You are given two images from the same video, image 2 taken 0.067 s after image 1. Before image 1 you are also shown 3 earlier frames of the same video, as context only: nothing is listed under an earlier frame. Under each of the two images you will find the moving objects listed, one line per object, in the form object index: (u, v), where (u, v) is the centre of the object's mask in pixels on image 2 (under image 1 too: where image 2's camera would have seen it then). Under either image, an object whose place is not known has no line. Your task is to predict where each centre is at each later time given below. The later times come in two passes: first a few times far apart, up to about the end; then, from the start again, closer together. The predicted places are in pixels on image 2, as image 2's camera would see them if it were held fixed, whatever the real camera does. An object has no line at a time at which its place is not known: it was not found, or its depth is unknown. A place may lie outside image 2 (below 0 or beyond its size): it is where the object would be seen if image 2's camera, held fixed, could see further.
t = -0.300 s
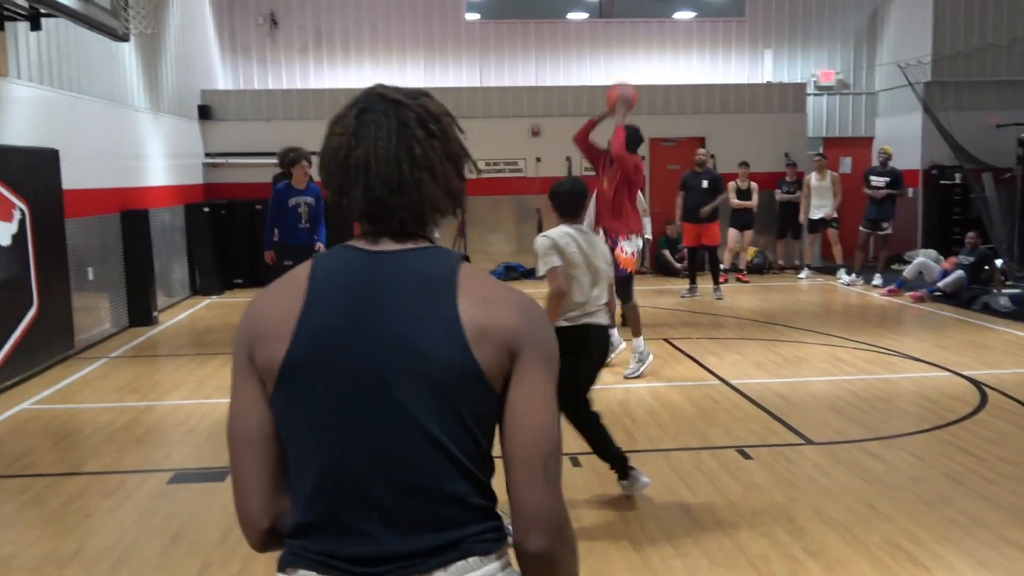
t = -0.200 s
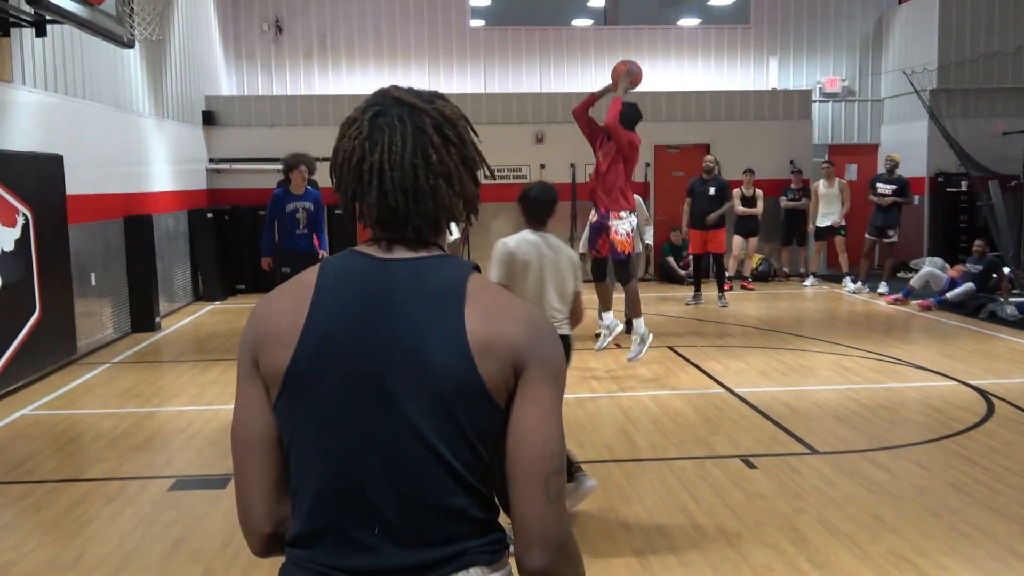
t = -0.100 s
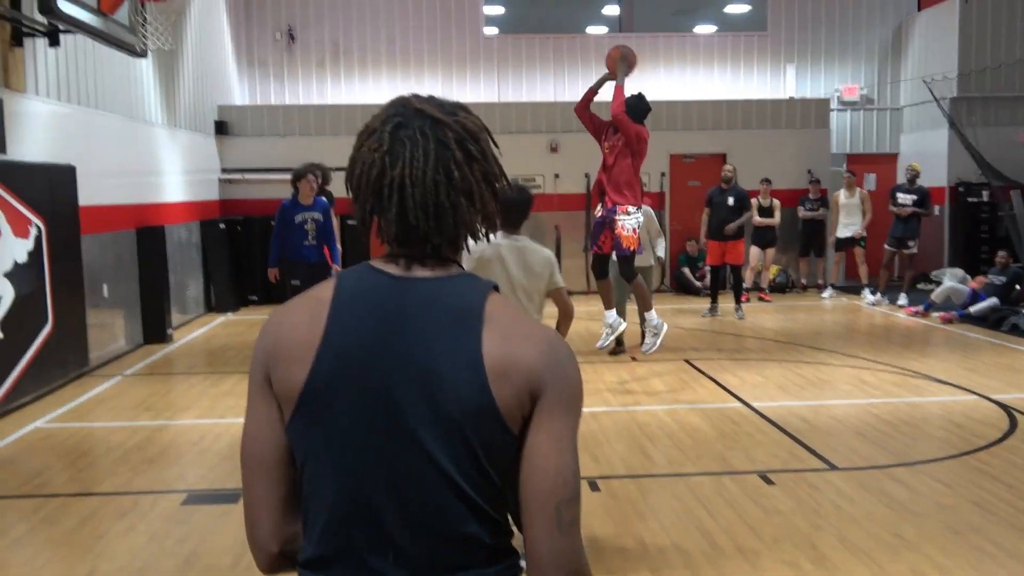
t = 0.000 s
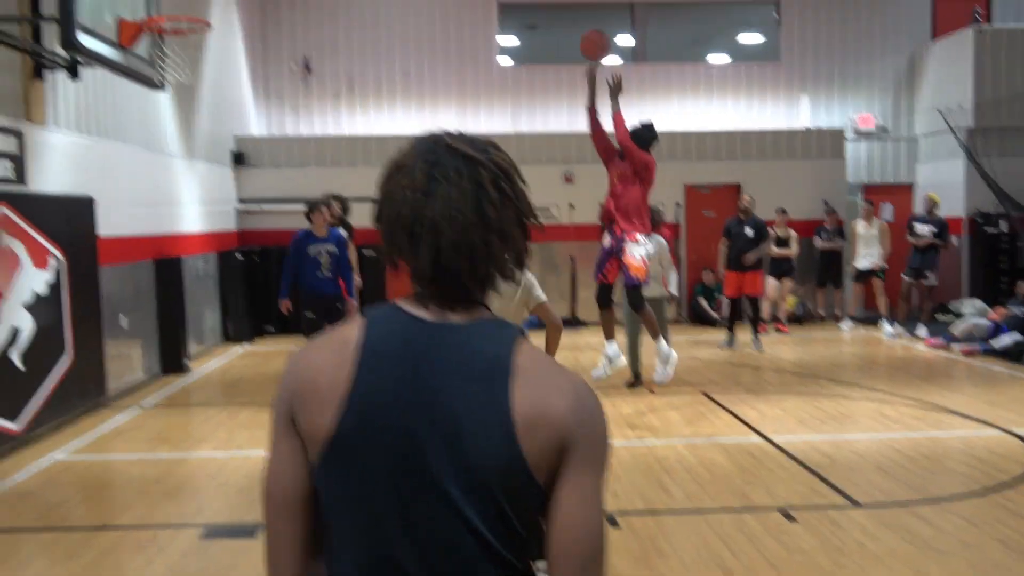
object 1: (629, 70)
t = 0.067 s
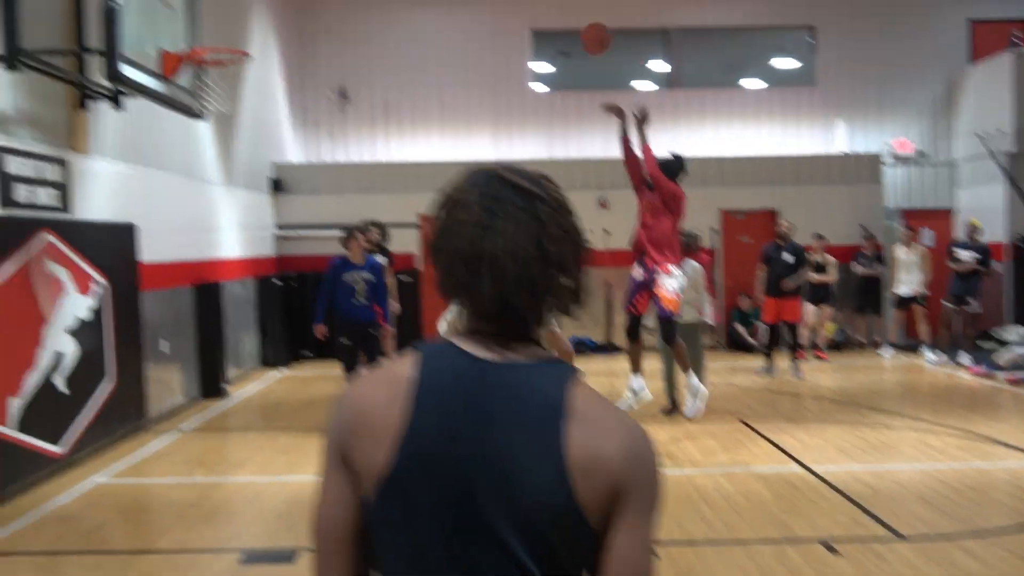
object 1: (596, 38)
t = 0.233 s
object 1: (515, -16)
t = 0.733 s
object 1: (261, 21)
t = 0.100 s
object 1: (579, 25)
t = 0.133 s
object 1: (564, 13)
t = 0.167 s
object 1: (548, 3)
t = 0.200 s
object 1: (532, -6)
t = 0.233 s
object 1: (515, -16)
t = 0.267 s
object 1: (499, -23)
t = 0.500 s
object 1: (382, -38)
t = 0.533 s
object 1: (365, -35)
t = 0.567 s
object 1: (349, -30)
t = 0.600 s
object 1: (332, -24)
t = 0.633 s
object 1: (315, -15)
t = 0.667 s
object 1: (298, -5)
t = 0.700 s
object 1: (280, 7)
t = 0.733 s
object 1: (261, 21)
